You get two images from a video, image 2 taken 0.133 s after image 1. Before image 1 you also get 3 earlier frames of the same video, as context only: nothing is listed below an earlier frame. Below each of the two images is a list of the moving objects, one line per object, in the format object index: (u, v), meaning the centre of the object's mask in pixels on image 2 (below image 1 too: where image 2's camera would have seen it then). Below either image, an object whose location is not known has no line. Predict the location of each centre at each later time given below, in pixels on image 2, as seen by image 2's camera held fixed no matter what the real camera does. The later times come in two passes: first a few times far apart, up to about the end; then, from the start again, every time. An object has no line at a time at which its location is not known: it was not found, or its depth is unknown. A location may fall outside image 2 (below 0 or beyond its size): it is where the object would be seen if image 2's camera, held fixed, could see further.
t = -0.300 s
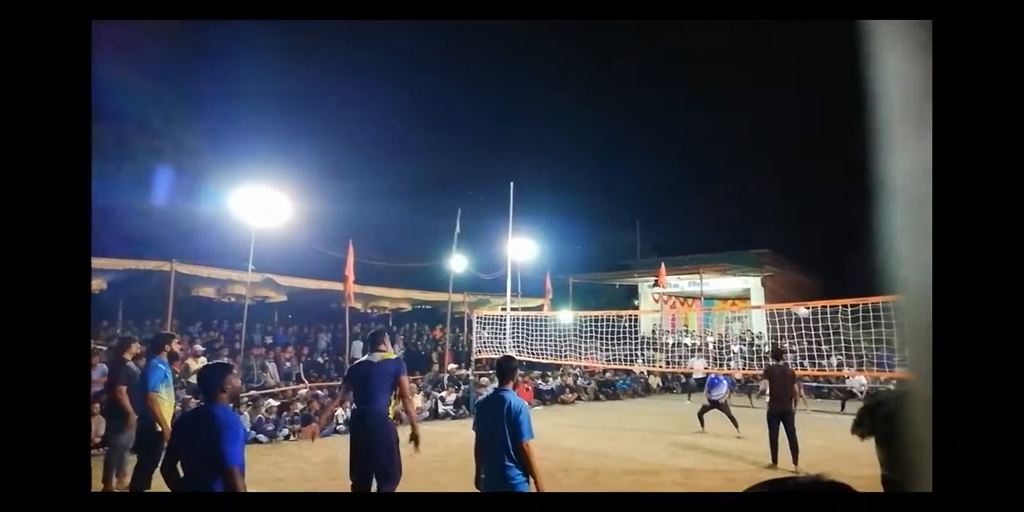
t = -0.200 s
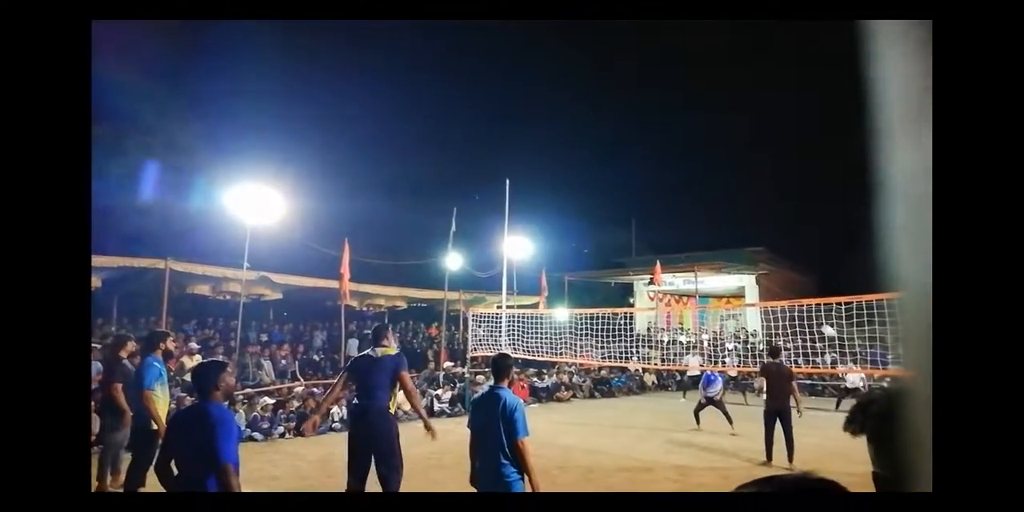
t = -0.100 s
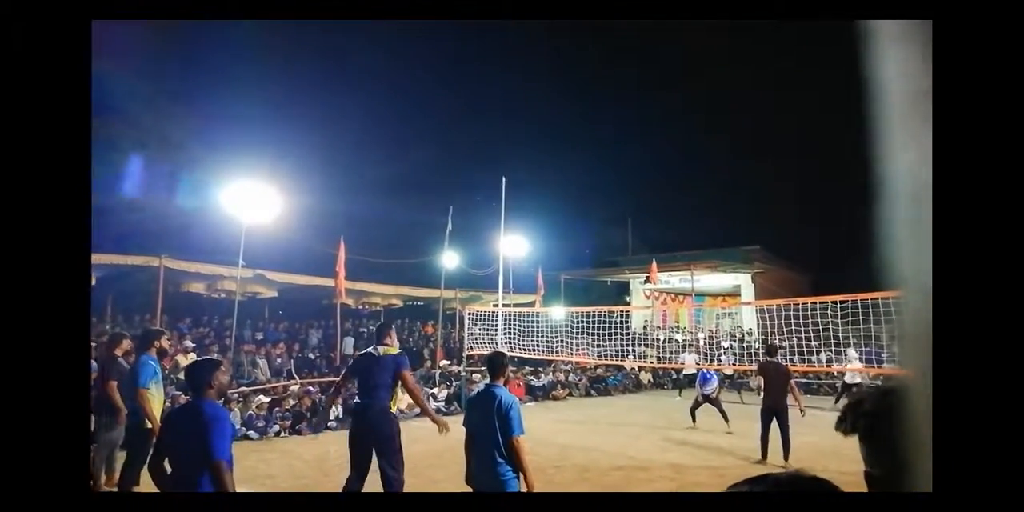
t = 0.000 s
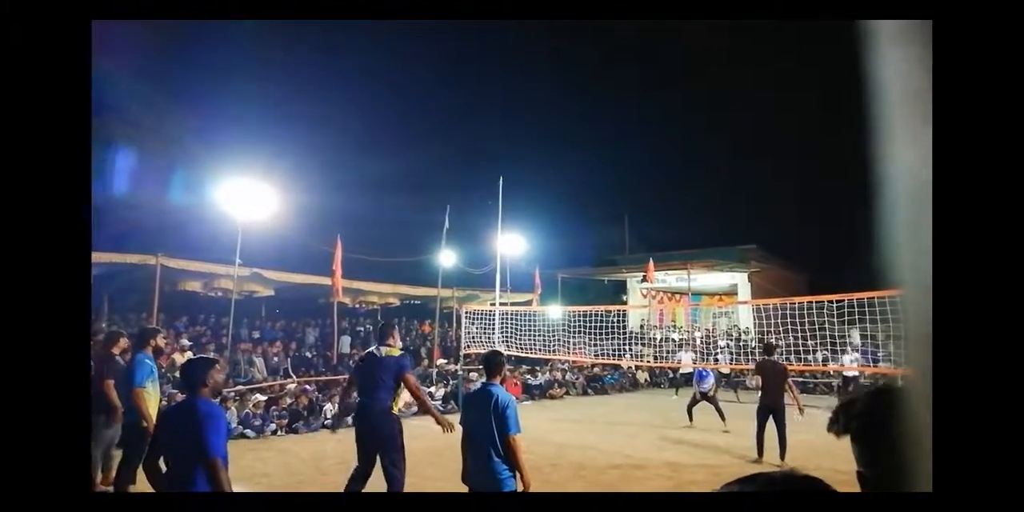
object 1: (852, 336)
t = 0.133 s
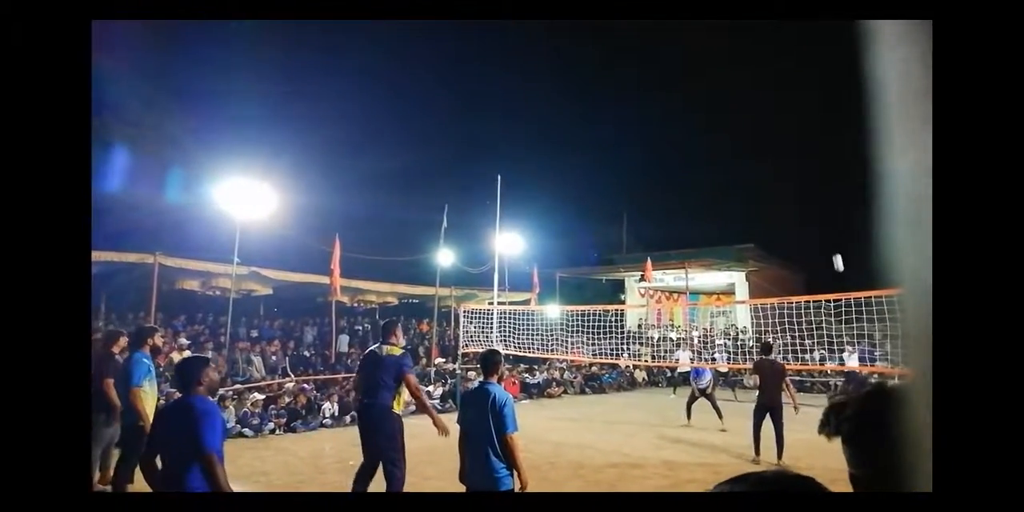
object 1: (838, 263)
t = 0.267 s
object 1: (824, 194)
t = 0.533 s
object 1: (798, 73)
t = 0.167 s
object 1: (835, 245)
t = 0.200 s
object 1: (831, 228)
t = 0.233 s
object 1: (828, 211)
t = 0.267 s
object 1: (824, 194)
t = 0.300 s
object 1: (821, 178)
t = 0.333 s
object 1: (818, 162)
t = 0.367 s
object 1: (814, 146)
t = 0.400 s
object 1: (811, 131)
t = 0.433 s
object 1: (808, 116)
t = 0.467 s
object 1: (805, 101)
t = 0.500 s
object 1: (801, 87)
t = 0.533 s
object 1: (798, 73)
